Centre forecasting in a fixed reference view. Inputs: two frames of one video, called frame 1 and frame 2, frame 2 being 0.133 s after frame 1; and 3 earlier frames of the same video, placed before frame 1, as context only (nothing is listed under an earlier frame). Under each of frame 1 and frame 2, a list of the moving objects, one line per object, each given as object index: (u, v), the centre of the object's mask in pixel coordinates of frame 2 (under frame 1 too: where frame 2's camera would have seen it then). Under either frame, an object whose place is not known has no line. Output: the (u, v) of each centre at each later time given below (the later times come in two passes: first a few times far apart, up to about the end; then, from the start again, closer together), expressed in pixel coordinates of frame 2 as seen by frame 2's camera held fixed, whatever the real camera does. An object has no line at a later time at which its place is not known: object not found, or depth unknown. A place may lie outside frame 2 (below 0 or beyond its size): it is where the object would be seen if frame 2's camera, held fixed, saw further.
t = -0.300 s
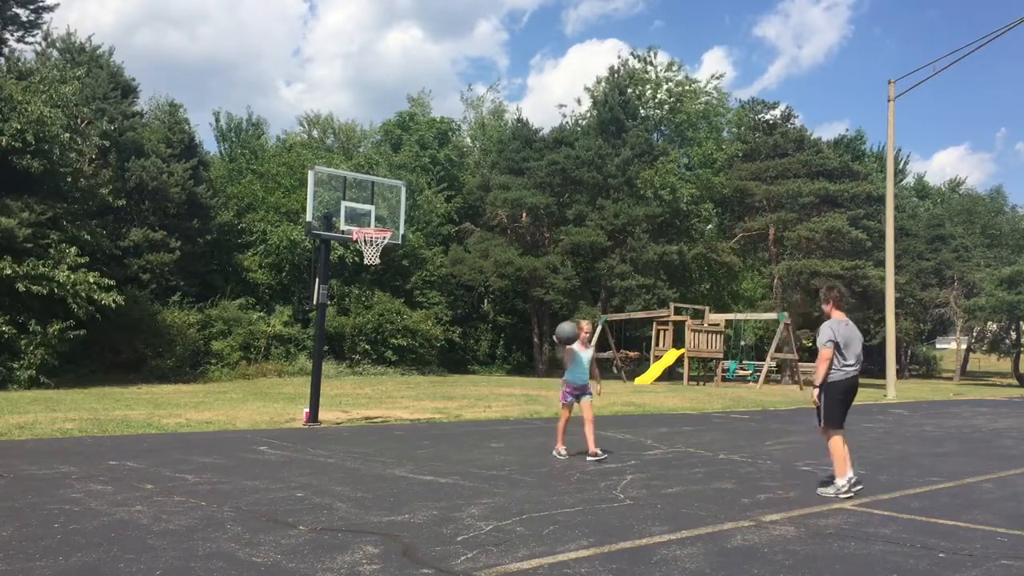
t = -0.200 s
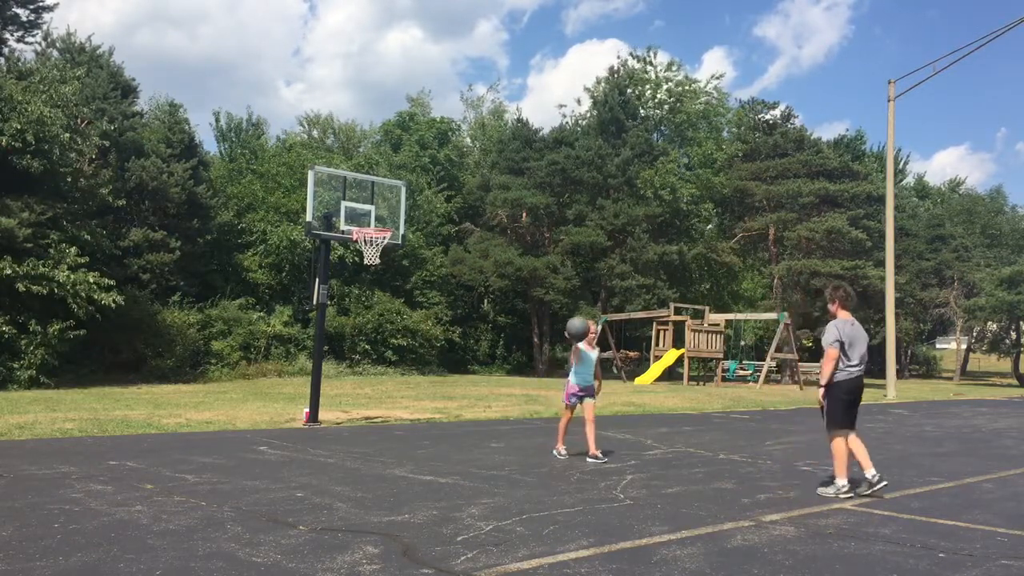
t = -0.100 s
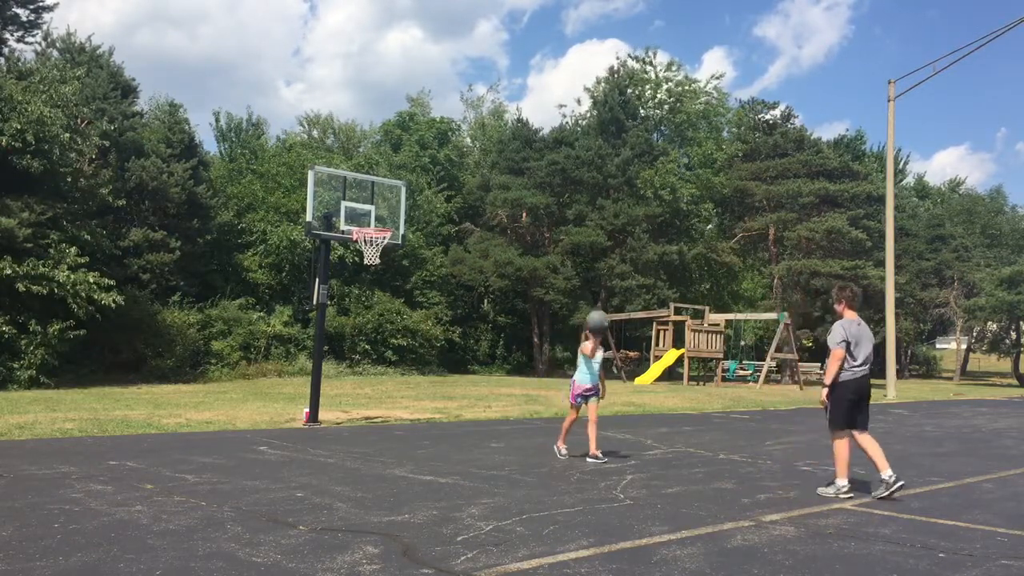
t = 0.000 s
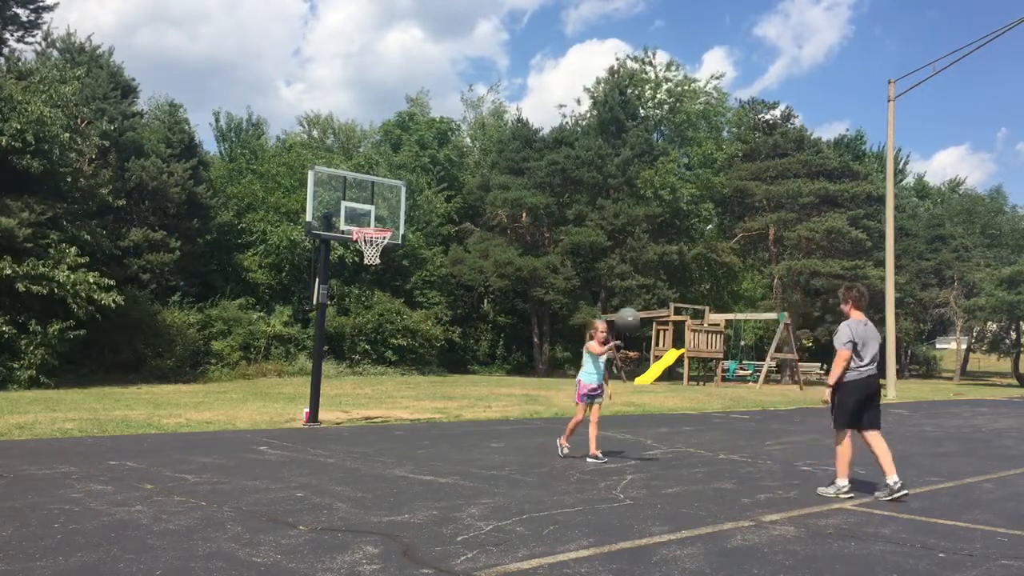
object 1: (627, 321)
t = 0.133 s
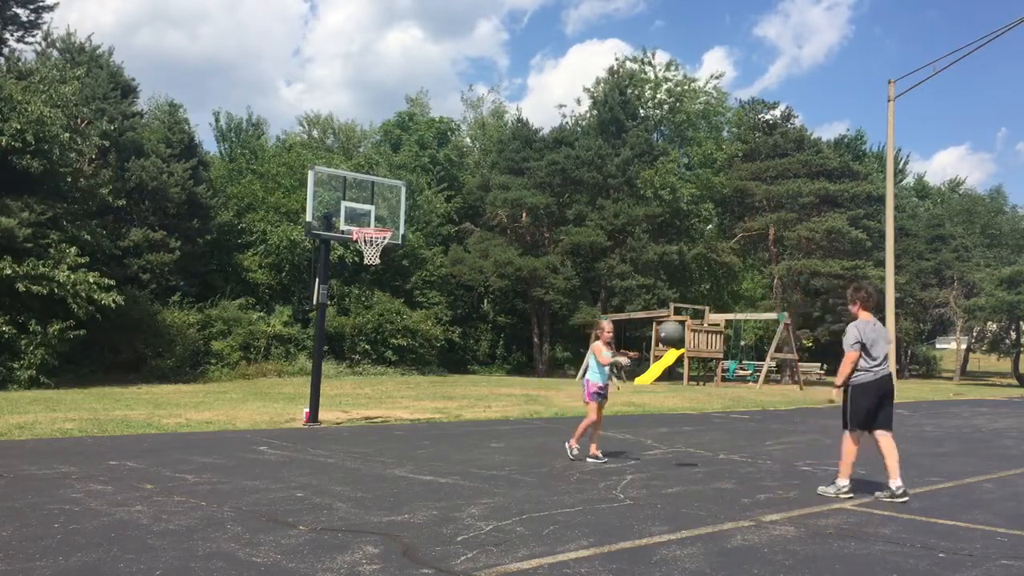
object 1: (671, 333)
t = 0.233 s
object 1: (704, 359)
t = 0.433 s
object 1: (778, 449)
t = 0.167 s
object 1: (681, 341)
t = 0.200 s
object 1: (693, 347)
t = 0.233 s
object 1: (704, 359)
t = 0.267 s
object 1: (716, 370)
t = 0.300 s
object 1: (728, 383)
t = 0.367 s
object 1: (753, 413)
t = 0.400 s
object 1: (764, 429)
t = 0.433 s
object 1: (778, 449)
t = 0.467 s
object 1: (791, 471)
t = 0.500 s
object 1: (799, 472)
